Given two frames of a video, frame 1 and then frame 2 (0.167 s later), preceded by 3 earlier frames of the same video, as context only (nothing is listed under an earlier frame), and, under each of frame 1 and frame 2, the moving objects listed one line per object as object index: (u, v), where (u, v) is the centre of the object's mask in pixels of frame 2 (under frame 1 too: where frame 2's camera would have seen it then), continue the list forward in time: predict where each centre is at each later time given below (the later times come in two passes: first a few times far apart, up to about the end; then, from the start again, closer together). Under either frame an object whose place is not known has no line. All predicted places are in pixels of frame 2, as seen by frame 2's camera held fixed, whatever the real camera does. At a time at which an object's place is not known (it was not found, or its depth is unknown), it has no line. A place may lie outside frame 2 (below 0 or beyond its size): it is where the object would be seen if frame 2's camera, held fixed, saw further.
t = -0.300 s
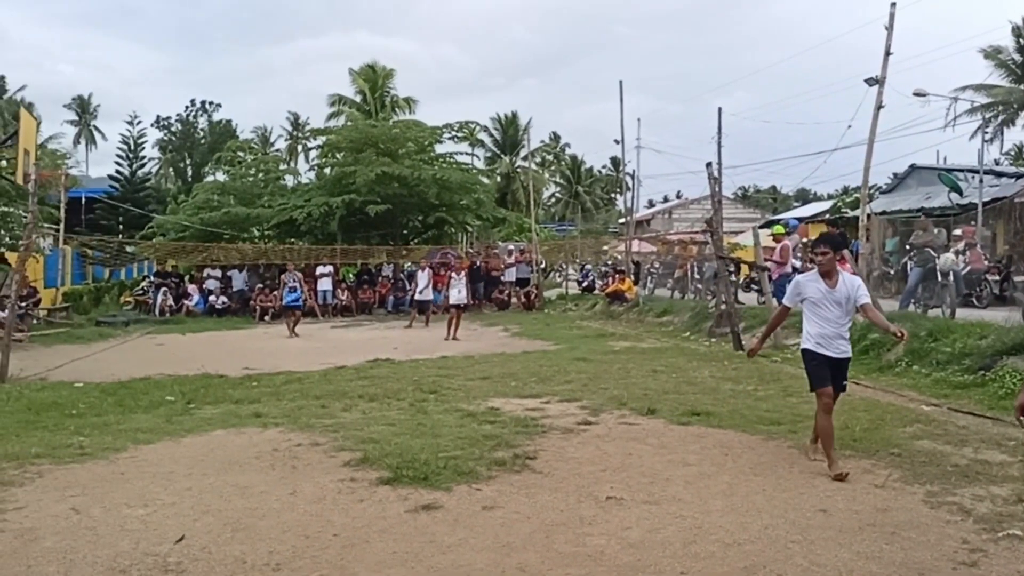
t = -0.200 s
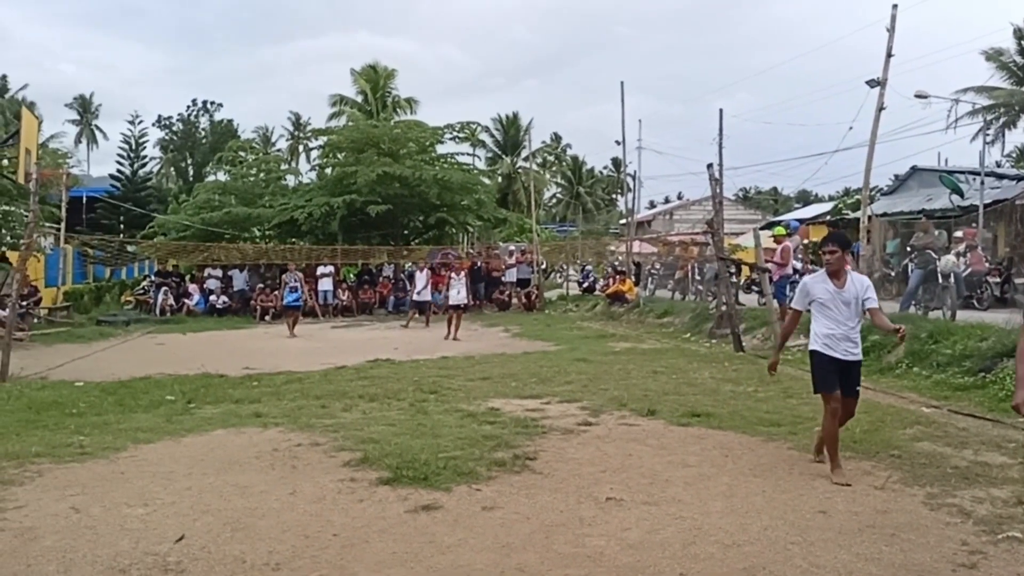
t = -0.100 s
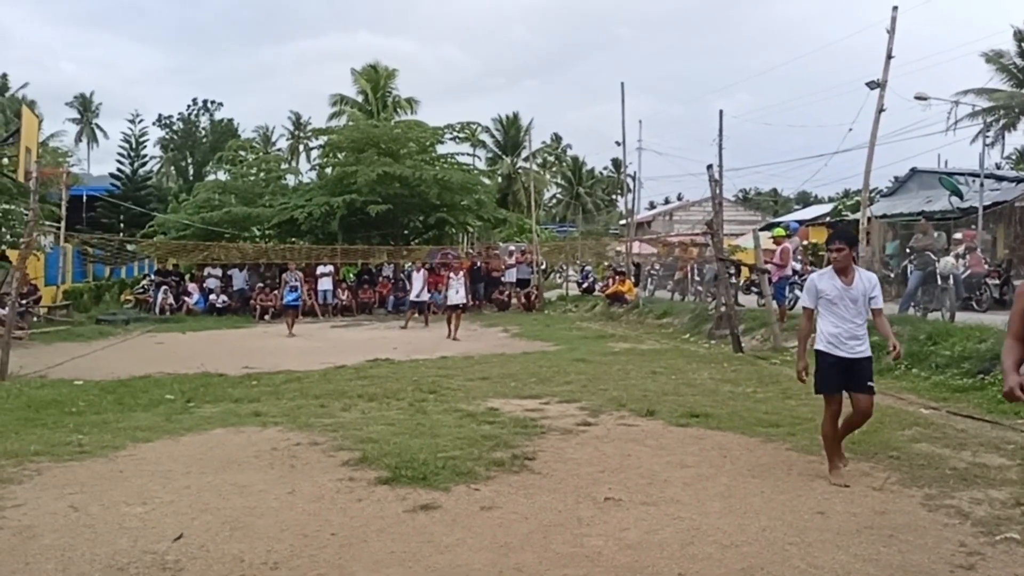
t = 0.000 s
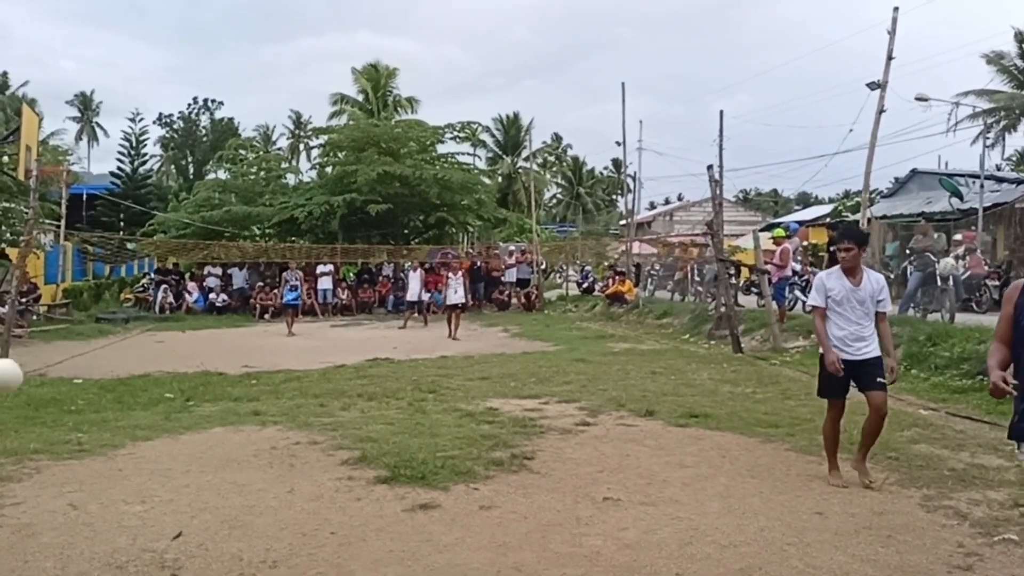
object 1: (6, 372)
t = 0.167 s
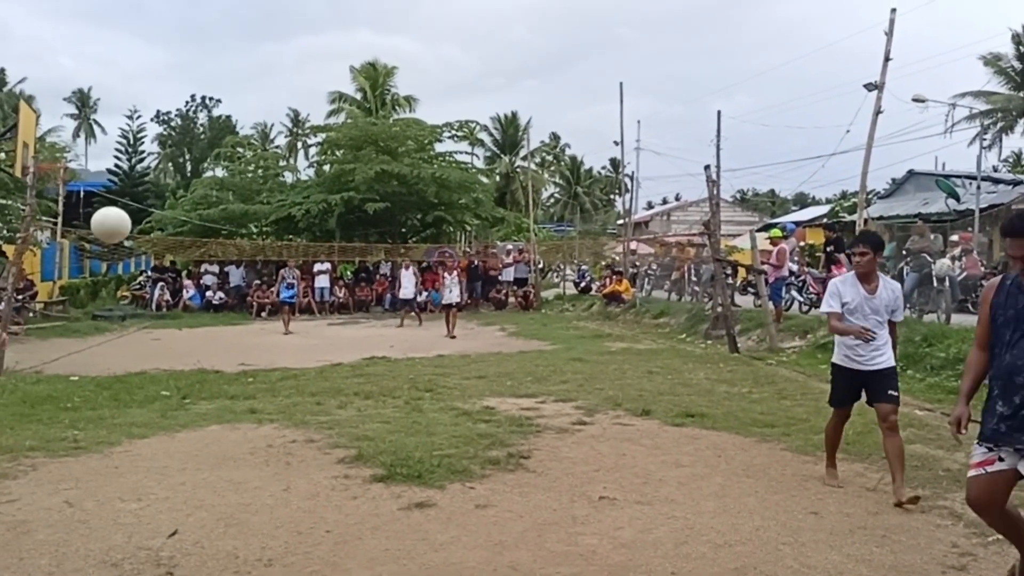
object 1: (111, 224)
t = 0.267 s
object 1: (178, 165)
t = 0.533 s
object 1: (359, 122)
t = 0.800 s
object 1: (532, 247)
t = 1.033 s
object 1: (671, 498)
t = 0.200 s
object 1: (133, 202)
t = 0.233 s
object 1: (156, 182)
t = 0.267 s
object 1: (178, 165)
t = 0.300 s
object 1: (201, 151)
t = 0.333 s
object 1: (224, 139)
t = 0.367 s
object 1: (246, 130)
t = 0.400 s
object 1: (268, 123)
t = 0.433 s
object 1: (291, 119)
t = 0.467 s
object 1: (313, 117)
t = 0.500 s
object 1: (336, 118)
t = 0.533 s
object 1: (359, 122)
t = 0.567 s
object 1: (381, 128)
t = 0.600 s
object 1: (403, 137)
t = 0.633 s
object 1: (425, 149)
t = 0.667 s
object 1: (446, 164)
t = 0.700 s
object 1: (468, 181)
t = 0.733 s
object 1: (489, 200)
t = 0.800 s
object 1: (532, 247)
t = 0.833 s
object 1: (553, 275)
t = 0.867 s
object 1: (573, 305)
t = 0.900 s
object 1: (593, 338)
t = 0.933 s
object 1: (613, 374)
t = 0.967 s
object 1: (632, 413)
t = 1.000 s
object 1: (651, 454)
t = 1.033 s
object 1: (671, 498)
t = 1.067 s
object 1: (691, 545)
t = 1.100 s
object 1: (709, 588)
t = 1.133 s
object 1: (725, 561)
